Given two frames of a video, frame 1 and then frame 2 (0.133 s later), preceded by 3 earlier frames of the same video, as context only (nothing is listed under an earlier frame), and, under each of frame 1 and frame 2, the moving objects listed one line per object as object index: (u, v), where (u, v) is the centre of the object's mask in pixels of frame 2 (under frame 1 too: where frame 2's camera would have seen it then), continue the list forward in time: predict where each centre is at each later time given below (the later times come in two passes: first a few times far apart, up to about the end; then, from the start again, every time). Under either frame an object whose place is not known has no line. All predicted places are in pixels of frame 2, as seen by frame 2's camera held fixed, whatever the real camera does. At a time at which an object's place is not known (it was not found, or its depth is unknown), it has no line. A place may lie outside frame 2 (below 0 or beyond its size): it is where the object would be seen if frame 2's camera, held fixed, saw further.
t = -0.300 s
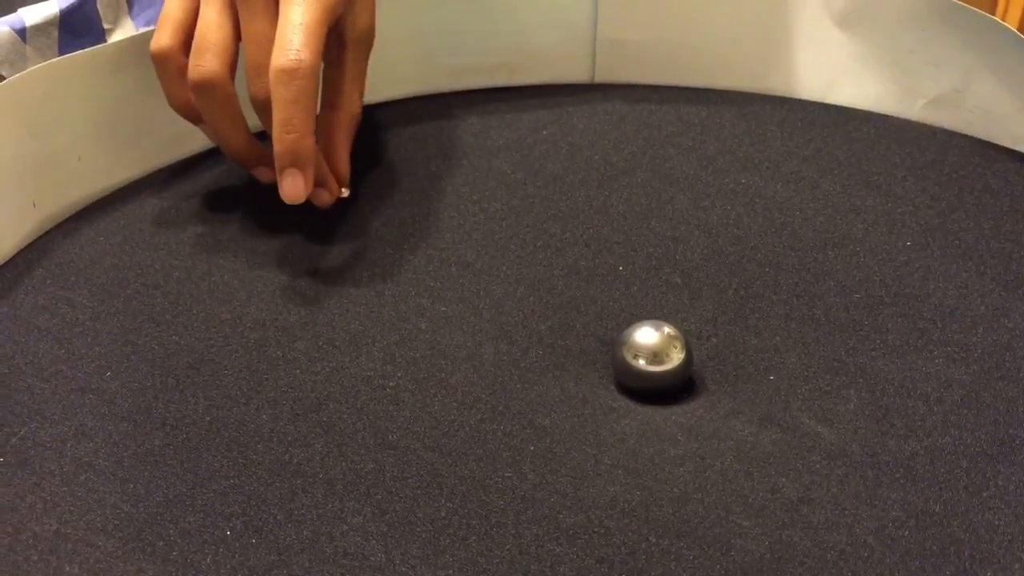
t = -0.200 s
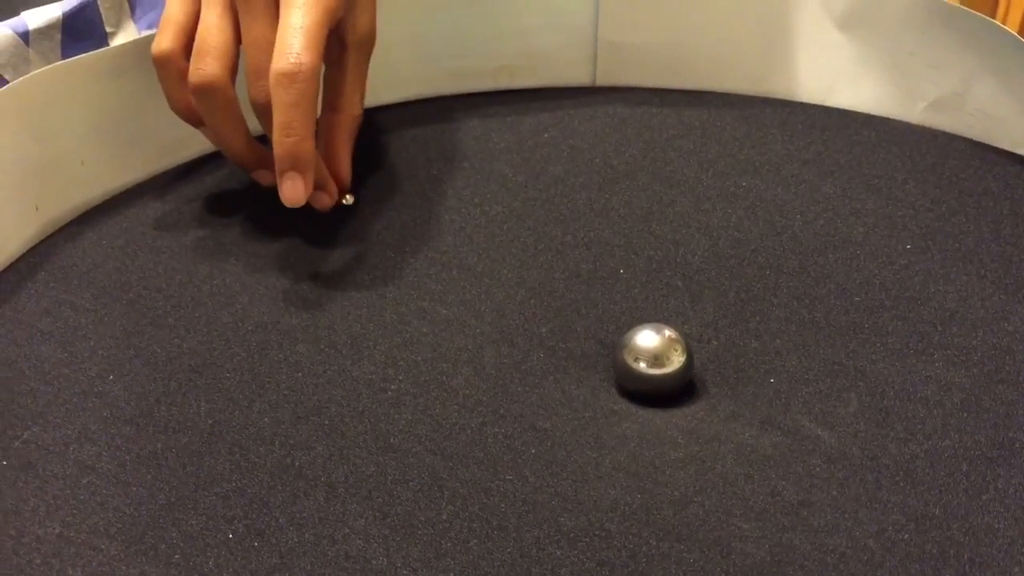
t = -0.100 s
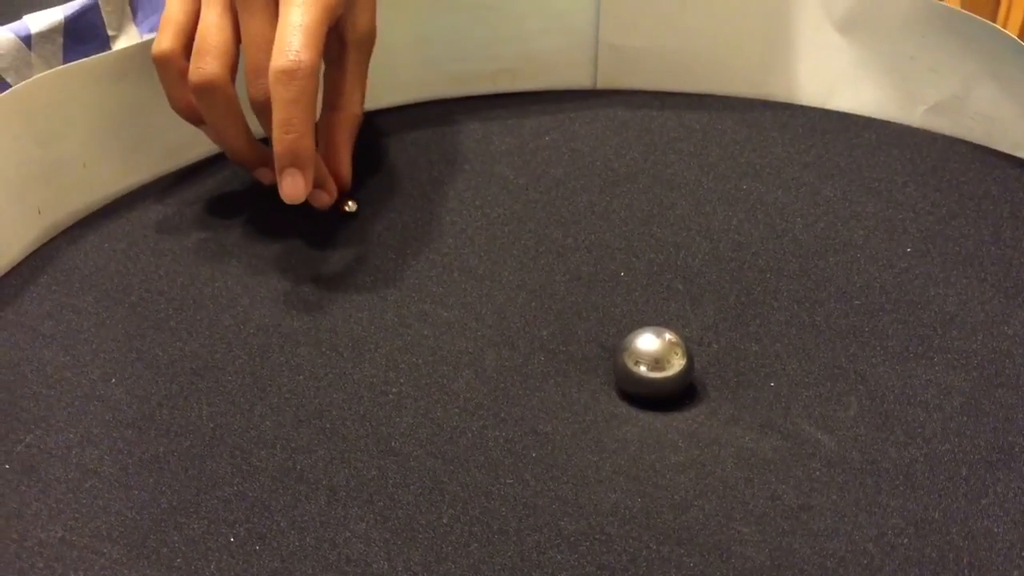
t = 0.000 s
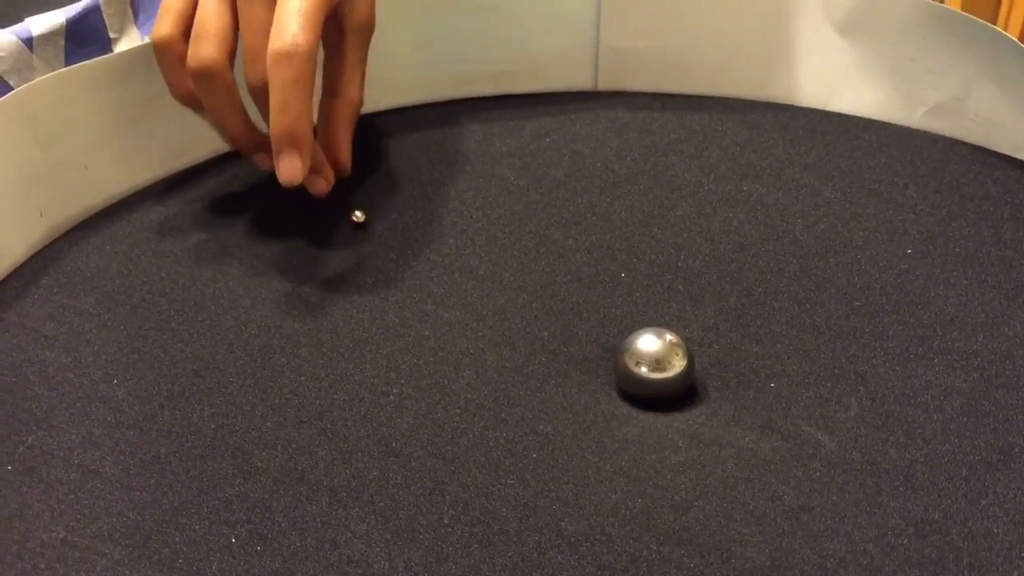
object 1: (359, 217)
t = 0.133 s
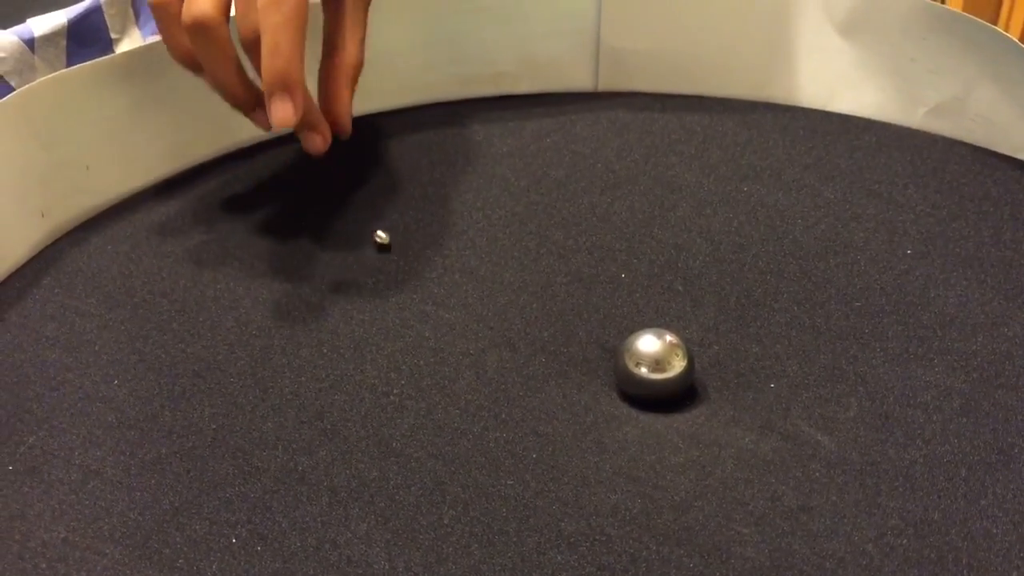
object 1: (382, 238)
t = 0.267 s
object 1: (425, 269)
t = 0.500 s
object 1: (595, 369)
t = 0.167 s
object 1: (391, 245)
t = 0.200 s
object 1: (401, 252)
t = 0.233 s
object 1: (412, 260)
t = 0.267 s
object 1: (425, 269)
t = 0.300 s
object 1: (441, 277)
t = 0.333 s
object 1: (459, 289)
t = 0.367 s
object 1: (479, 301)
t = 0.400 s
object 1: (503, 314)
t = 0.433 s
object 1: (529, 329)
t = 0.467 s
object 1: (561, 348)
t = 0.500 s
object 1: (595, 369)
